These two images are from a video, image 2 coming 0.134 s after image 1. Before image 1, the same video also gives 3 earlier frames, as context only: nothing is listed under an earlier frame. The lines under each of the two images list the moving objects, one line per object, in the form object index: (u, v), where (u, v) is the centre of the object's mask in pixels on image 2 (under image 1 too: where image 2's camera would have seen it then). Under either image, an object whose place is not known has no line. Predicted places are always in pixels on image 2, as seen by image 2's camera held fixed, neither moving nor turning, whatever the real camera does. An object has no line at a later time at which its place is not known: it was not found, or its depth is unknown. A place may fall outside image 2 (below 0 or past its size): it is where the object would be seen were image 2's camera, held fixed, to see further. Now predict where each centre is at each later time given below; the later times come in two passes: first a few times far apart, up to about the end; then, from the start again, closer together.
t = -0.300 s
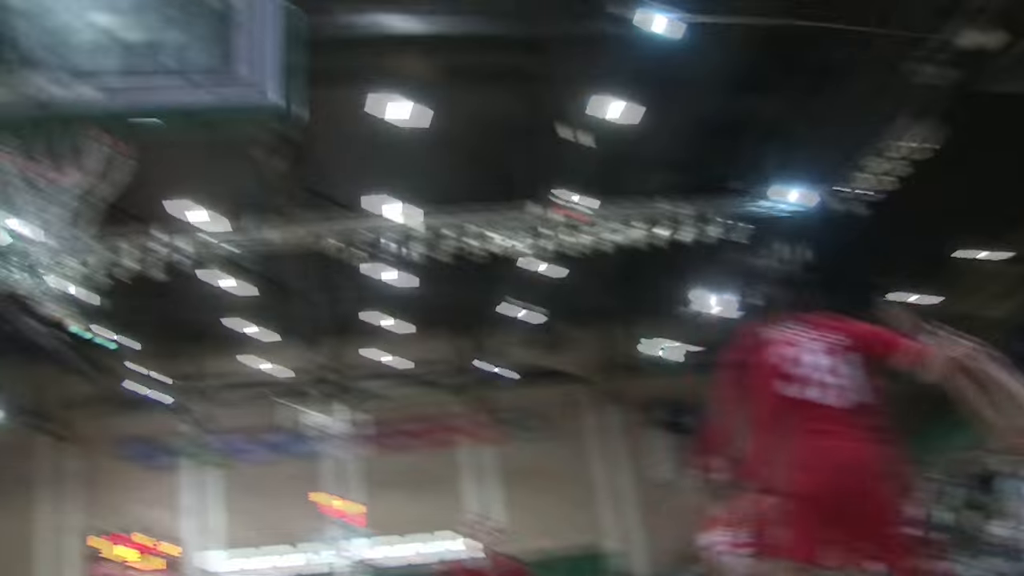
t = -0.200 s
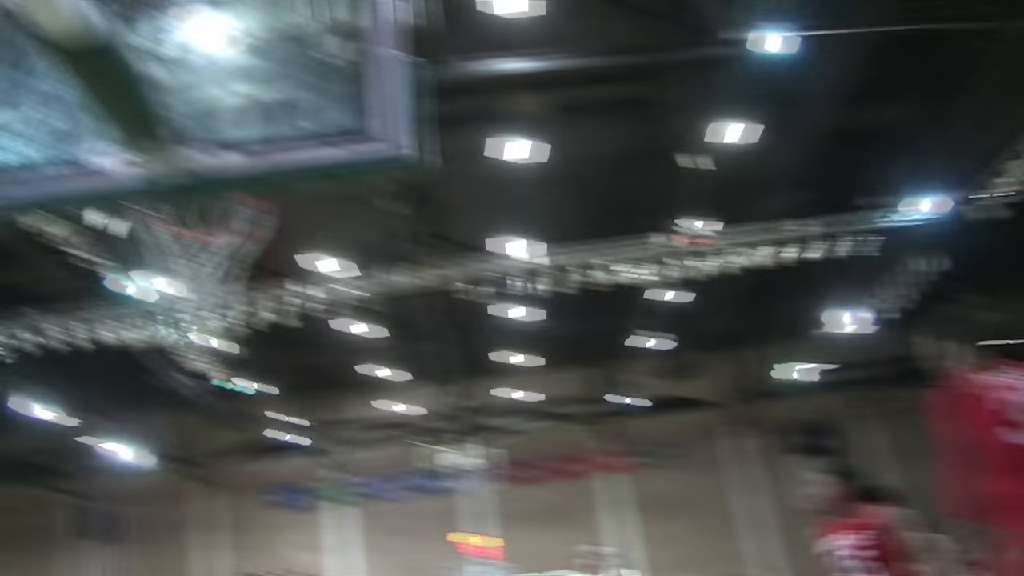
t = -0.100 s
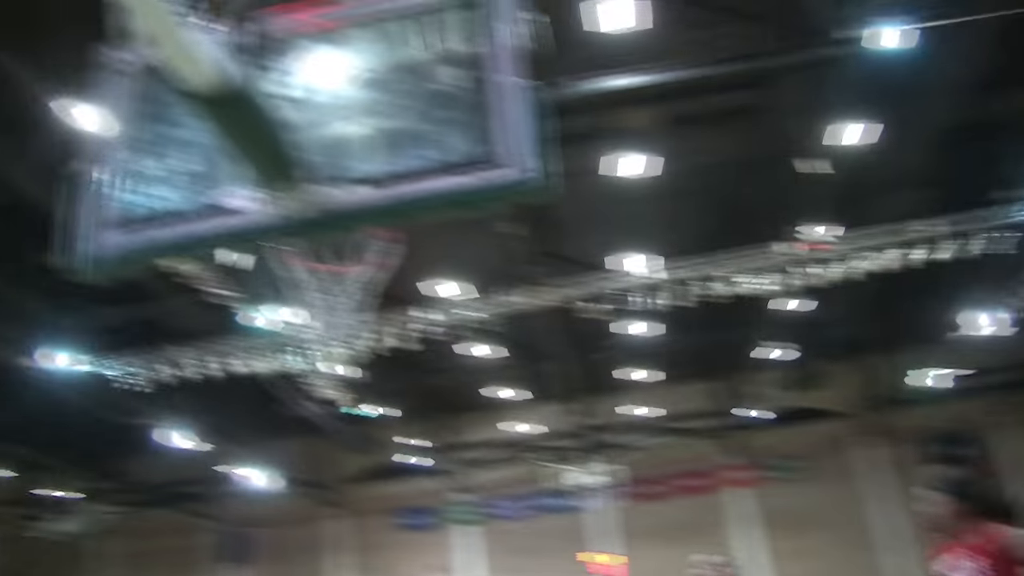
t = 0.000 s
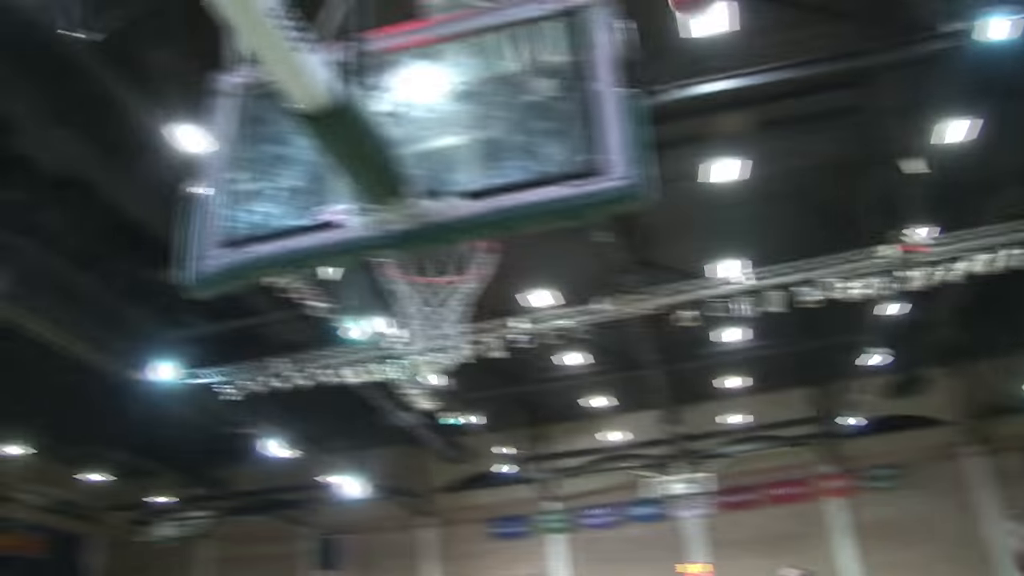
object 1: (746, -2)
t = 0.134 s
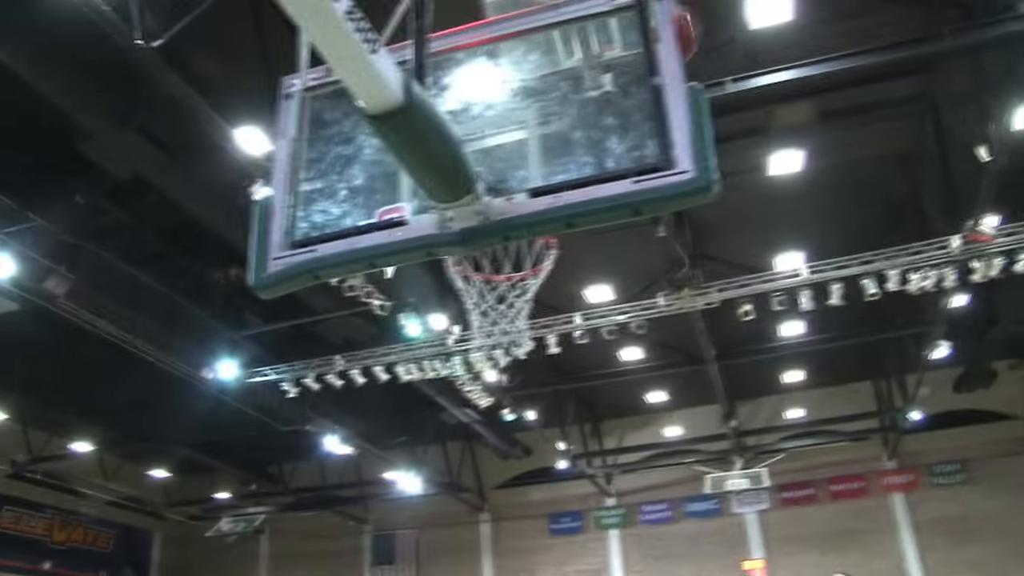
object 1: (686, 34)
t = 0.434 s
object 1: (514, 152)
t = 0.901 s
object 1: (508, 136)
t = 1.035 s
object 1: (506, 185)
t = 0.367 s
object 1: (521, 183)
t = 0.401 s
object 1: (516, 167)
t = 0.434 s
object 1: (514, 152)
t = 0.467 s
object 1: (512, 136)
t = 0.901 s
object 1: (508, 136)
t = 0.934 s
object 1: (507, 148)
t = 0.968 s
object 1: (509, 164)
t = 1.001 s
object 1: (509, 177)
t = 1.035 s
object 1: (506, 185)
